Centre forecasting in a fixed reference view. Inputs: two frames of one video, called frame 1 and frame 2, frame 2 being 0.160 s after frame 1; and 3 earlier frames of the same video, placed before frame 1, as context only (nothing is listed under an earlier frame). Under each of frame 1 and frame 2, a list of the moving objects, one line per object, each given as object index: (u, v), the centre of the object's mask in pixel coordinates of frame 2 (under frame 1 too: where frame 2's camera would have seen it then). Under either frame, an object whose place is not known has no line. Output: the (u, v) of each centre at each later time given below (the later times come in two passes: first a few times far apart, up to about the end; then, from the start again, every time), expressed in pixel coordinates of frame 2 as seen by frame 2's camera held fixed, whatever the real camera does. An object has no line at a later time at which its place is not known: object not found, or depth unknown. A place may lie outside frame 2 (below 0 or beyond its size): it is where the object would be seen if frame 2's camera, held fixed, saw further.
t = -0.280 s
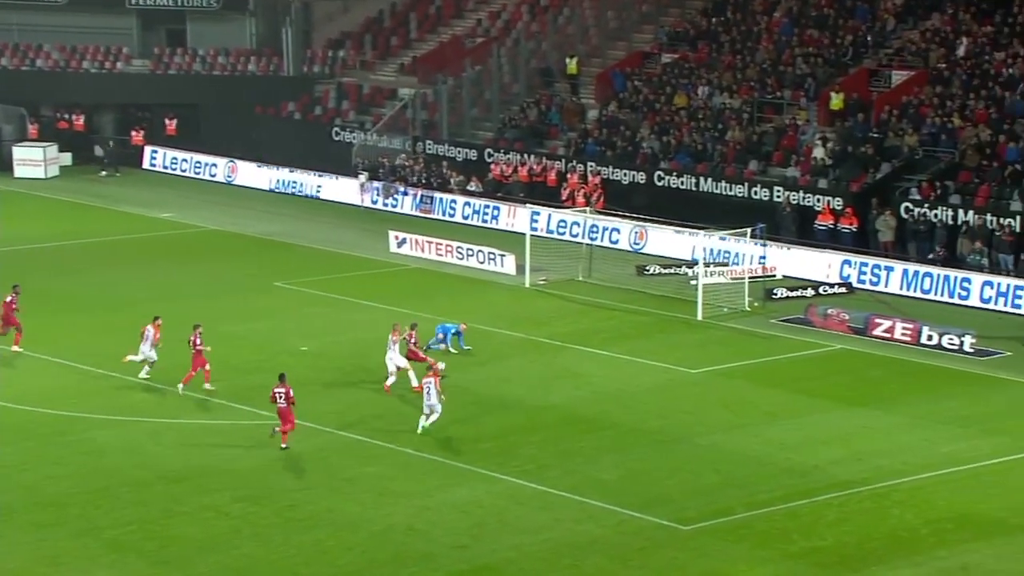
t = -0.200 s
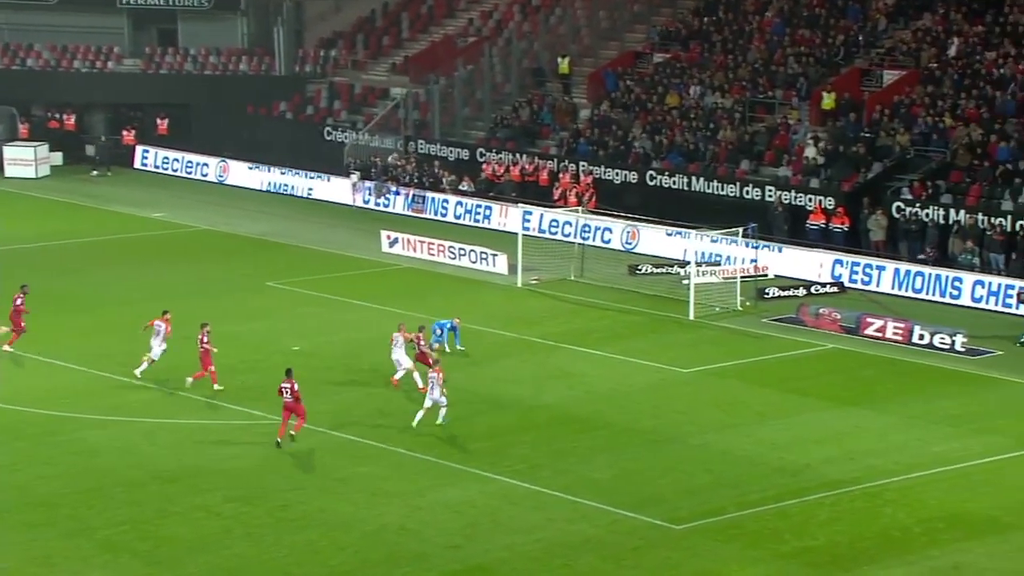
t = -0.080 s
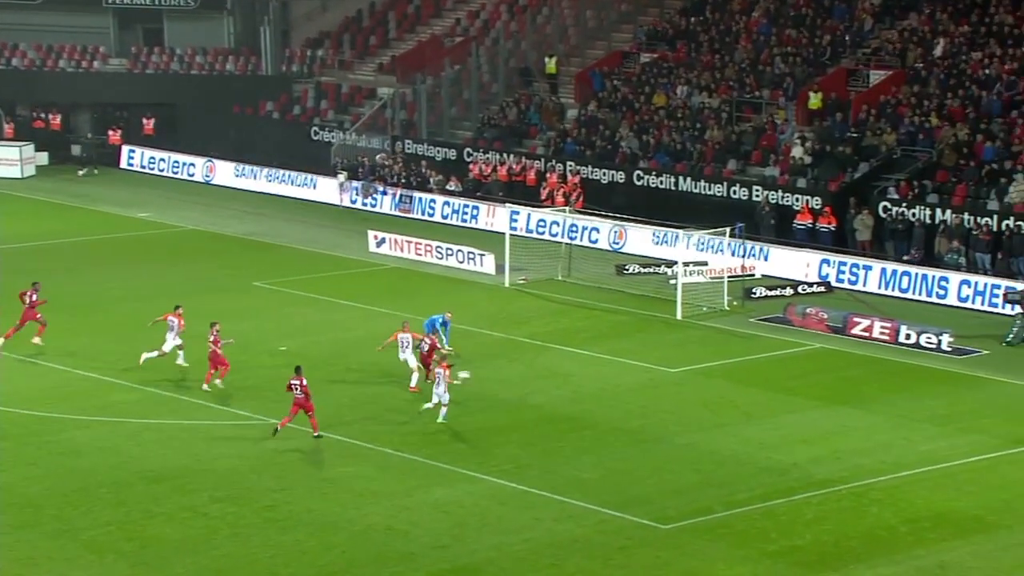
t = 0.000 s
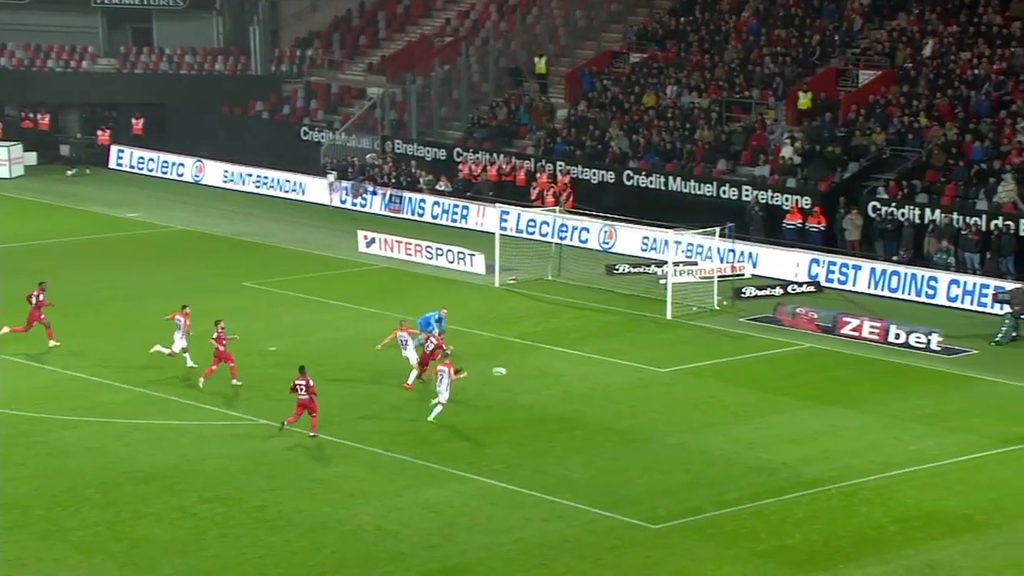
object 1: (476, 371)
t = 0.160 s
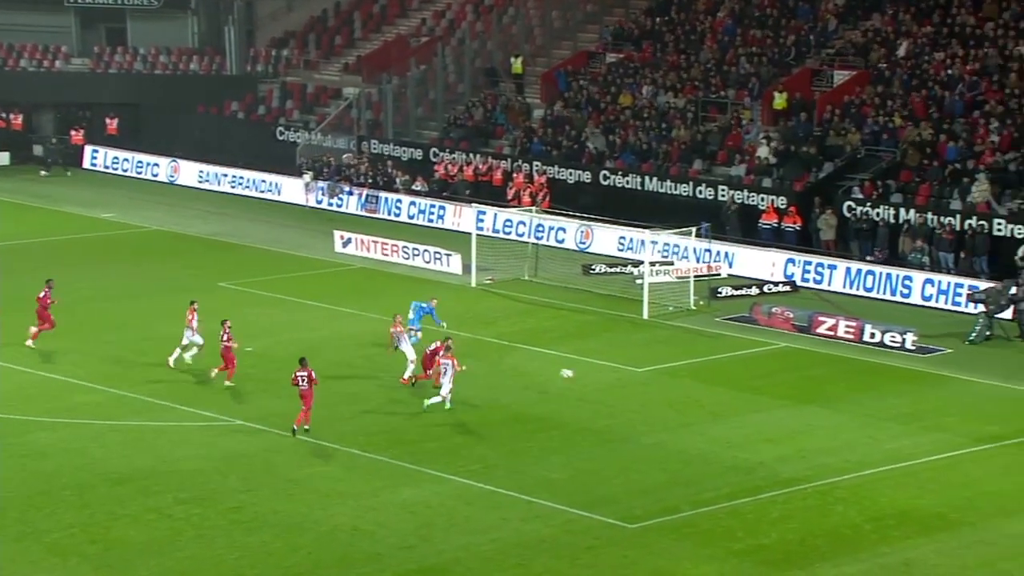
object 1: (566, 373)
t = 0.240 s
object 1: (611, 379)
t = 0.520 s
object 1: (754, 402)
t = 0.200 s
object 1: (589, 376)
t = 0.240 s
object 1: (611, 379)
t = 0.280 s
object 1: (632, 383)
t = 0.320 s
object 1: (654, 388)
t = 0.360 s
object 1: (676, 394)
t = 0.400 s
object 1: (697, 401)
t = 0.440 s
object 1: (717, 404)
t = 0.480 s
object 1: (735, 402)
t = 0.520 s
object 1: (754, 402)
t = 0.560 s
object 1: (773, 402)
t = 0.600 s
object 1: (791, 404)
